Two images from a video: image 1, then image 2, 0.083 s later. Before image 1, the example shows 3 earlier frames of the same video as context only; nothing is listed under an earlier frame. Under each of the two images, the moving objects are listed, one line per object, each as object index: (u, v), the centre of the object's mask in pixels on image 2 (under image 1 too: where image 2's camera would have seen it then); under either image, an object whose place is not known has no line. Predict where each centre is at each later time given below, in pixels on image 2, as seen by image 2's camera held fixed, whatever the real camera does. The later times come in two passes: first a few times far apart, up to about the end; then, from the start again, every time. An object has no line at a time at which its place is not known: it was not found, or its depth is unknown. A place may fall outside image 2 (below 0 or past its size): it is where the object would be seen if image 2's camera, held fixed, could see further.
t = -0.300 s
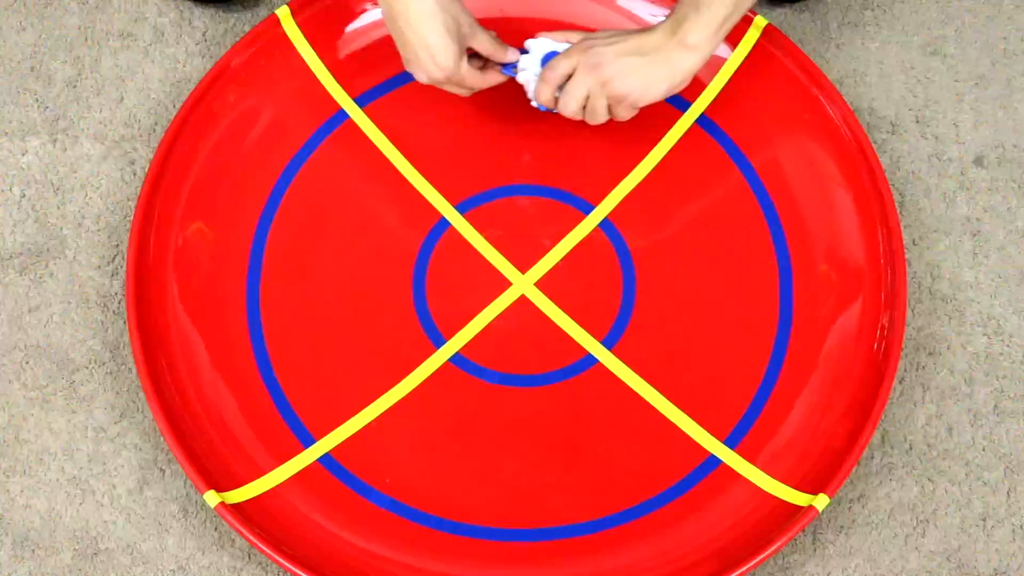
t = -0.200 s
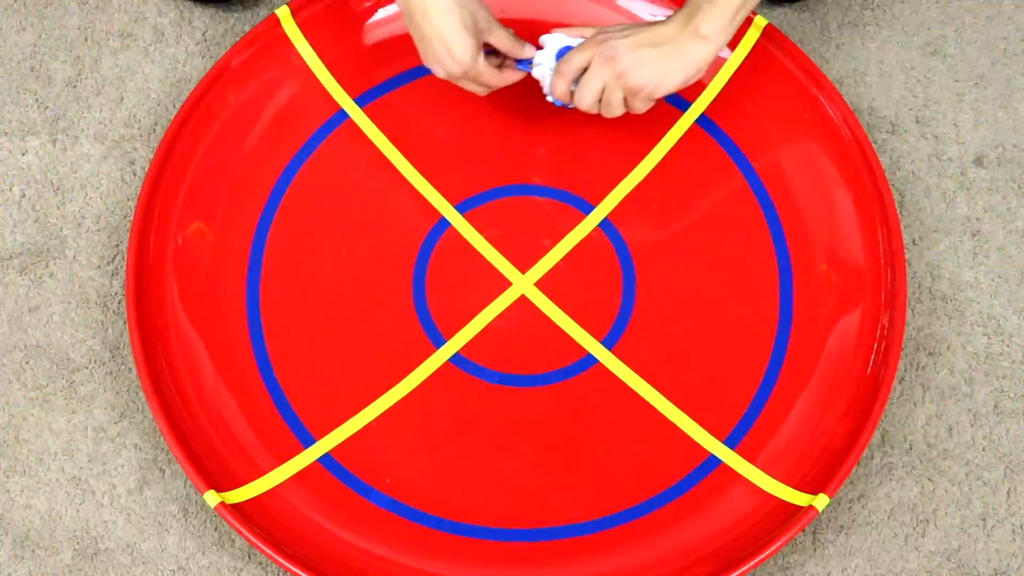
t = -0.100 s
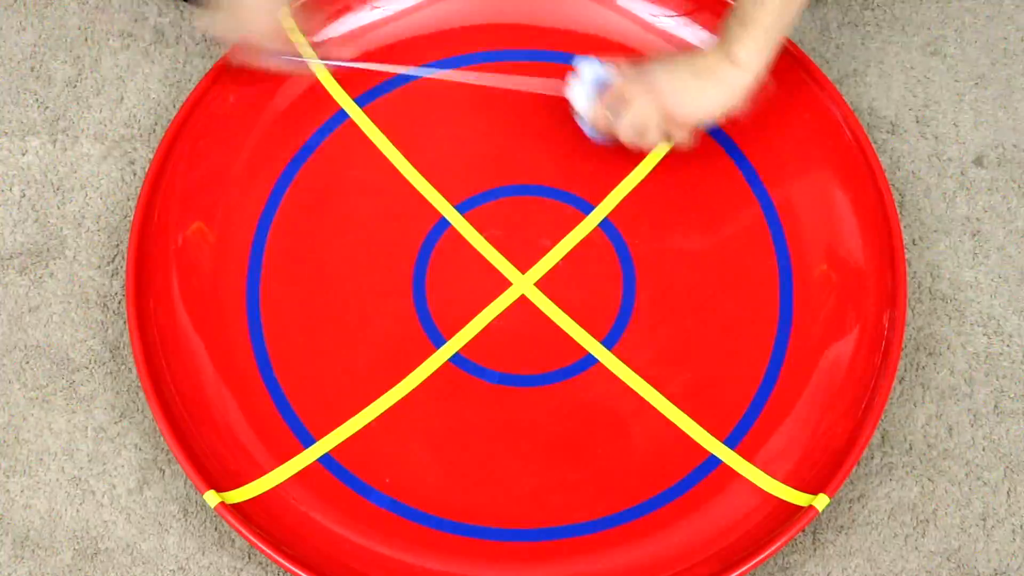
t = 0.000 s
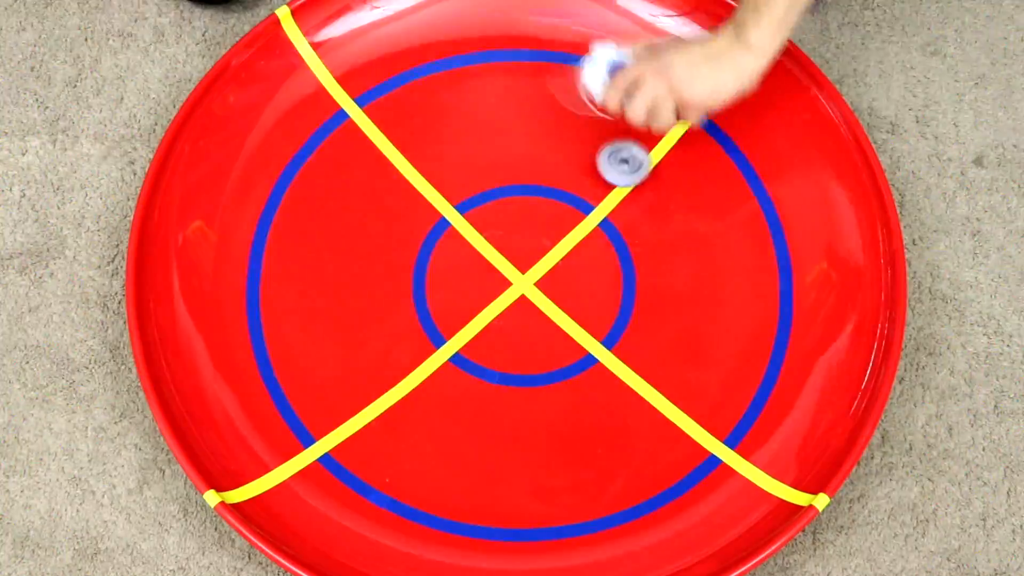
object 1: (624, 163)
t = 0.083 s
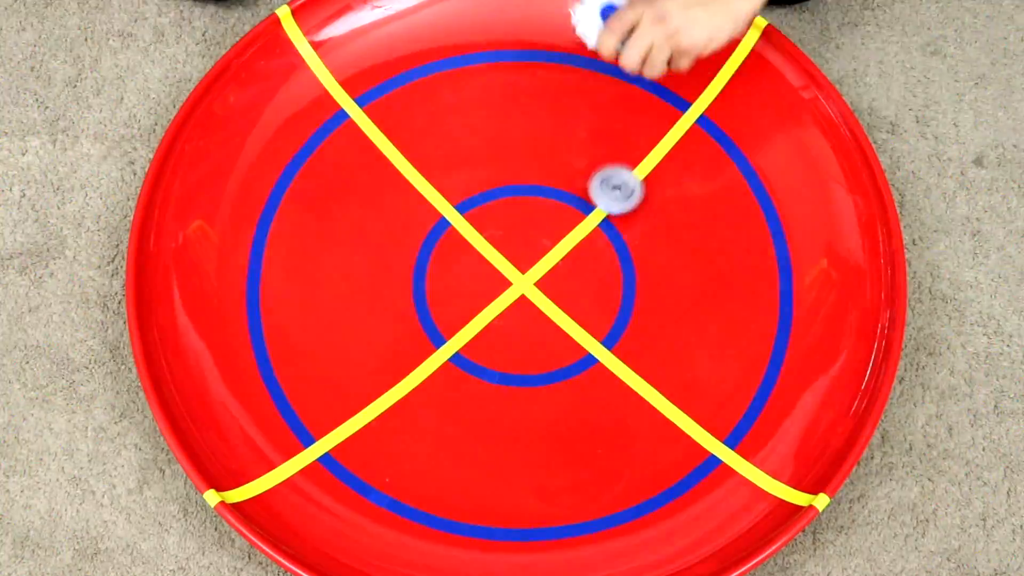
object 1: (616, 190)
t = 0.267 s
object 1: (633, 291)
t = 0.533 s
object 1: (604, 495)
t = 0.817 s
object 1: (354, 505)
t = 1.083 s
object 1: (265, 238)
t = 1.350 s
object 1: (504, 35)
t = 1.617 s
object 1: (814, 123)
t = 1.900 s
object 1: (714, 519)
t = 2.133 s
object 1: (292, 513)
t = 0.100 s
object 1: (615, 197)
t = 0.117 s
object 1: (614, 205)
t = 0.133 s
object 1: (614, 212)
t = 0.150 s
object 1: (615, 220)
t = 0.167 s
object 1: (617, 228)
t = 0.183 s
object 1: (620, 237)
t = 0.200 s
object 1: (621, 245)
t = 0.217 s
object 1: (624, 256)
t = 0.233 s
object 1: (627, 266)
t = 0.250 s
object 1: (629, 279)
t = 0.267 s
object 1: (633, 291)
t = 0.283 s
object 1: (637, 303)
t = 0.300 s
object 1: (640, 316)
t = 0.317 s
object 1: (644, 328)
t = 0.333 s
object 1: (646, 341)
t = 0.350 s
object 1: (649, 352)
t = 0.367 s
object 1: (650, 365)
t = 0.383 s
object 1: (649, 379)
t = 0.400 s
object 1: (648, 394)
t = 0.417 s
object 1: (645, 408)
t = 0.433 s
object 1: (642, 423)
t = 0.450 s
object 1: (638, 435)
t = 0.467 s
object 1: (633, 448)
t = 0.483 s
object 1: (627, 461)
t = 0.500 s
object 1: (621, 472)
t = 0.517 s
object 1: (613, 484)
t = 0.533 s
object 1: (604, 495)
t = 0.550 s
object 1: (595, 504)
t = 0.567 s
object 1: (584, 513)
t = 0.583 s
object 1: (572, 521)
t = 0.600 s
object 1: (559, 528)
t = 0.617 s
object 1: (546, 534)
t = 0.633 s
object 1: (531, 539)
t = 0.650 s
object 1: (516, 543)
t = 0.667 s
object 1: (501, 545)
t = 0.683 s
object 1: (484, 546)
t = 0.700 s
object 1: (468, 546)
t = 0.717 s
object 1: (451, 545)
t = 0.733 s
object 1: (434, 542)
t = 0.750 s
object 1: (418, 537)
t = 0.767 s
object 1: (401, 531)
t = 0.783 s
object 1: (385, 524)
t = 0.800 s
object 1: (369, 516)
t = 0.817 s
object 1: (354, 505)
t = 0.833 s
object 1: (339, 495)
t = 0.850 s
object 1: (326, 484)
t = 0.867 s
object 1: (312, 468)
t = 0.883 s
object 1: (299, 452)
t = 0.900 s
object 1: (287, 435)
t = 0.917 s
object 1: (279, 421)
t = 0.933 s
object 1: (270, 403)
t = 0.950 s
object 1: (264, 386)
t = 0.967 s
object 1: (259, 368)
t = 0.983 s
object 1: (254, 349)
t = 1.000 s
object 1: (251, 330)
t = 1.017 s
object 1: (251, 312)
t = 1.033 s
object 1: (251, 293)
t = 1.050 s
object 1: (254, 275)
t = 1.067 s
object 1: (258, 257)
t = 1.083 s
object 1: (265, 238)
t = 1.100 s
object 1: (273, 220)
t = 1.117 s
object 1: (281, 203)
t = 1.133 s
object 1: (292, 185)
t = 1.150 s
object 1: (302, 169)
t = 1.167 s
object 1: (314, 152)
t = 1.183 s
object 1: (327, 136)
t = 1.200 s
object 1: (340, 122)
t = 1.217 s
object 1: (355, 106)
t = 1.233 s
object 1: (373, 91)
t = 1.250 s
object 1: (387, 81)
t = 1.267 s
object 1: (405, 69)
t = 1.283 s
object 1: (422, 60)
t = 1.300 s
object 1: (441, 52)
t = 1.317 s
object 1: (461, 45)
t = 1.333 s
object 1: (482, 39)
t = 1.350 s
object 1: (504, 35)
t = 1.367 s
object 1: (525, 31)
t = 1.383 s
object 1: (547, 28)
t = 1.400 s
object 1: (568, 26)
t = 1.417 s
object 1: (590, 25)
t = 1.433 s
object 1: (611, 26)
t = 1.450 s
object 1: (632, 28)
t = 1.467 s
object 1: (655, 31)
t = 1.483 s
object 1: (676, 35)
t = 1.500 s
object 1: (696, 40)
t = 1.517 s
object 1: (713, 46)
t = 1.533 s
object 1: (735, 56)
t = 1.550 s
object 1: (754, 68)
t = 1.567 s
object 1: (770, 78)
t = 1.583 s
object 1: (786, 91)
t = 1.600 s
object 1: (800, 107)
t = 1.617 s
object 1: (814, 123)
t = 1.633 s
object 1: (825, 142)
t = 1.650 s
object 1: (835, 162)
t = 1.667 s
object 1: (843, 183)
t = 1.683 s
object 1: (849, 207)
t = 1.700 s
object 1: (853, 231)
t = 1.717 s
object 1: (855, 256)
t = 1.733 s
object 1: (854, 282)
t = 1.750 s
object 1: (852, 308)
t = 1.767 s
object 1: (846, 334)
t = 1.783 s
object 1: (838, 360)
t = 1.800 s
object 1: (828, 385)
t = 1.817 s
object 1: (815, 409)
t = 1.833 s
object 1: (801, 434)
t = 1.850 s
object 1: (786, 453)
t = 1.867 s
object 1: (763, 478)
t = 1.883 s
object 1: (737, 504)
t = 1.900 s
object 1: (714, 519)
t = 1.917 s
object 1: (687, 535)
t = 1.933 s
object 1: (659, 547)
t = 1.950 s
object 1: (631, 554)
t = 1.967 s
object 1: (600, 559)
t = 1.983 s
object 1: (567, 561)
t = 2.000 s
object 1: (534, 564)
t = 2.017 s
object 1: (501, 564)
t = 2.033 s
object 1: (467, 563)
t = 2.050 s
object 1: (434, 561)
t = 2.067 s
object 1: (402, 557)
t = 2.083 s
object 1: (372, 552)
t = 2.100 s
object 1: (344, 543)
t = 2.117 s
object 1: (317, 528)
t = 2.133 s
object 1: (292, 513)
